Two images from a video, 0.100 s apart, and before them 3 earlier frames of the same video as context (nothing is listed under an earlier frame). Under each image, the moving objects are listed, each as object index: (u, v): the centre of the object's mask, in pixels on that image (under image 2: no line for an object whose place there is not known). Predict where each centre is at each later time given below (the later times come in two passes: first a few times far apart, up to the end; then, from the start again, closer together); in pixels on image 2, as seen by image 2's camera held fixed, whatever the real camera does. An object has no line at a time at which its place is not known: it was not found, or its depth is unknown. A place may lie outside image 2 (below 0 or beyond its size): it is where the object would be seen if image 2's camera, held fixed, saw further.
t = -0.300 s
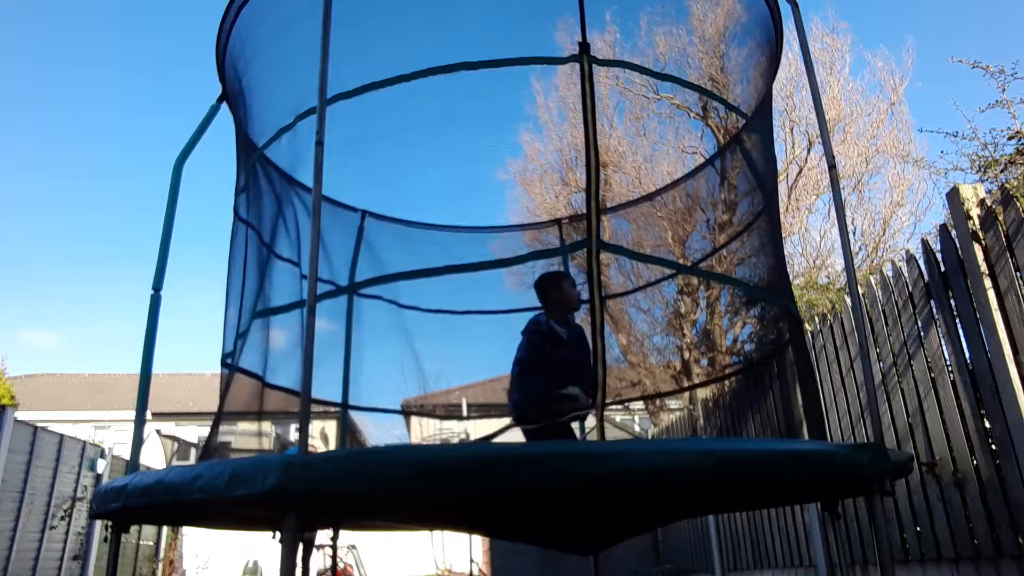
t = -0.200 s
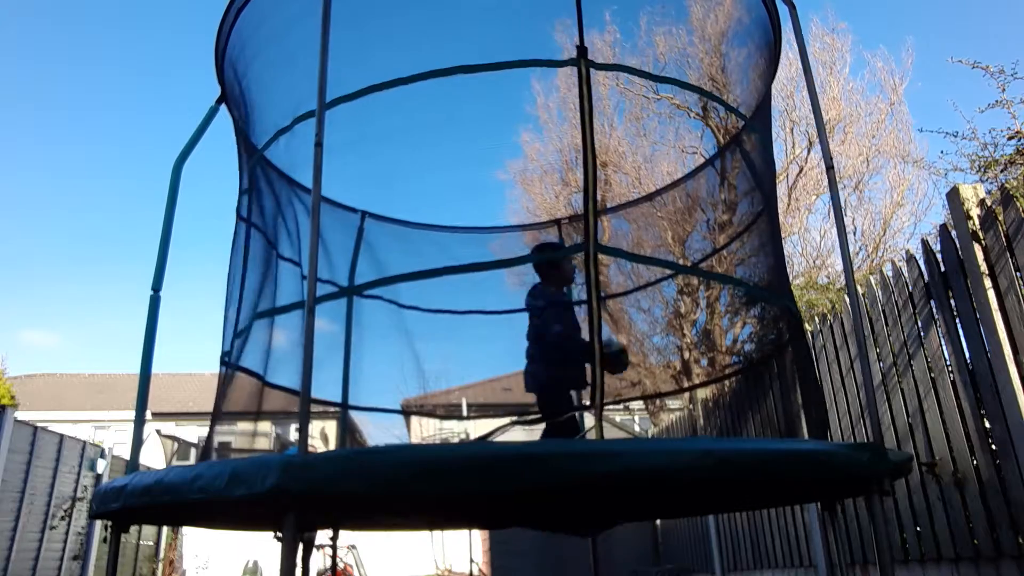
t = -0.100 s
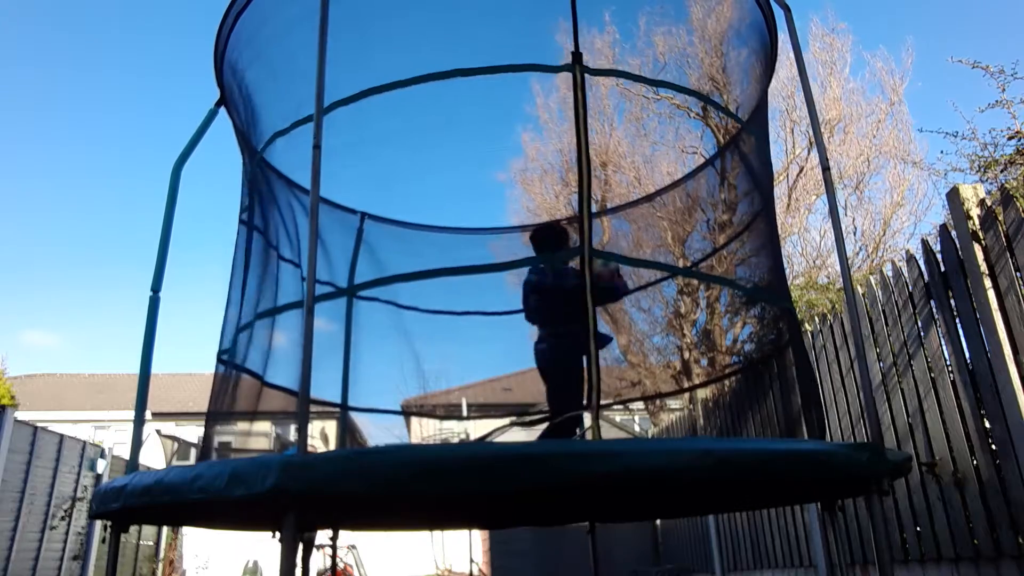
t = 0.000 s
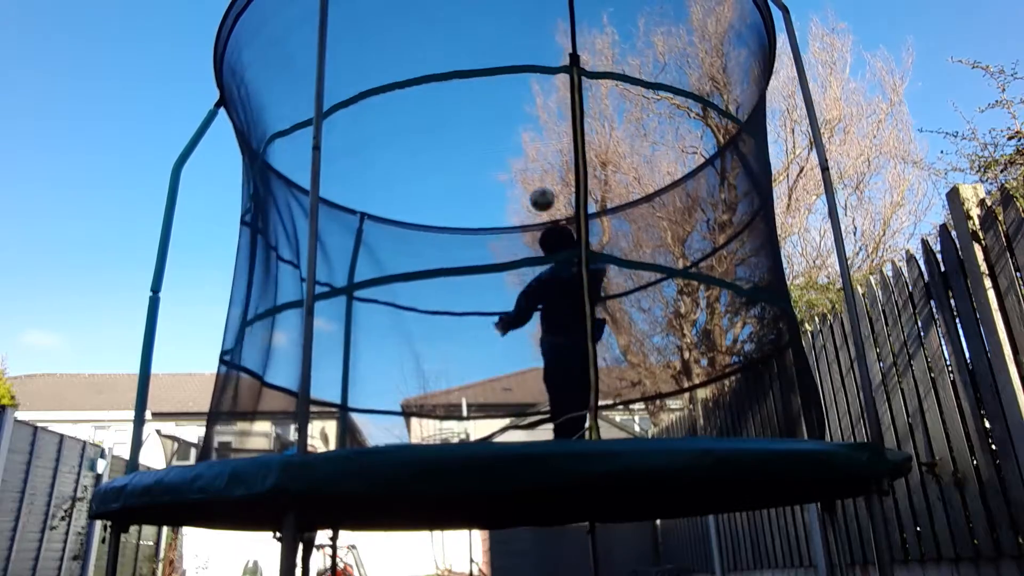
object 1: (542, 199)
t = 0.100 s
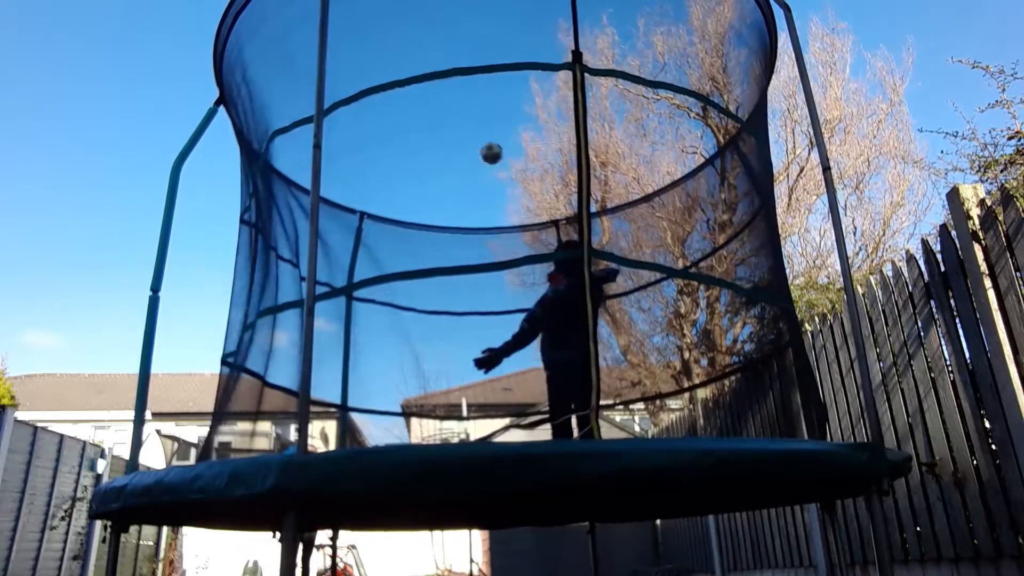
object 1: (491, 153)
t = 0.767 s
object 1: (281, 191)
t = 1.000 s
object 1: (222, 298)
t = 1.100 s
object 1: (197, 358)
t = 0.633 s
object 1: (309, 149)
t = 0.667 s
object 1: (305, 159)
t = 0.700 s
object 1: (297, 168)
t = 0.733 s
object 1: (290, 177)
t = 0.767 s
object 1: (281, 191)
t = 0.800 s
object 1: (271, 204)
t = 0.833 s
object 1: (264, 217)
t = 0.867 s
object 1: (256, 232)
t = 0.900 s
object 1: (246, 246)
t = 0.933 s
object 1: (238, 263)
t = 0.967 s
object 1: (231, 280)
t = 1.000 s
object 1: (222, 298)
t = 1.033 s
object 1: (214, 316)
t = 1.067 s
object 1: (205, 337)
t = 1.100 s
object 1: (197, 358)
